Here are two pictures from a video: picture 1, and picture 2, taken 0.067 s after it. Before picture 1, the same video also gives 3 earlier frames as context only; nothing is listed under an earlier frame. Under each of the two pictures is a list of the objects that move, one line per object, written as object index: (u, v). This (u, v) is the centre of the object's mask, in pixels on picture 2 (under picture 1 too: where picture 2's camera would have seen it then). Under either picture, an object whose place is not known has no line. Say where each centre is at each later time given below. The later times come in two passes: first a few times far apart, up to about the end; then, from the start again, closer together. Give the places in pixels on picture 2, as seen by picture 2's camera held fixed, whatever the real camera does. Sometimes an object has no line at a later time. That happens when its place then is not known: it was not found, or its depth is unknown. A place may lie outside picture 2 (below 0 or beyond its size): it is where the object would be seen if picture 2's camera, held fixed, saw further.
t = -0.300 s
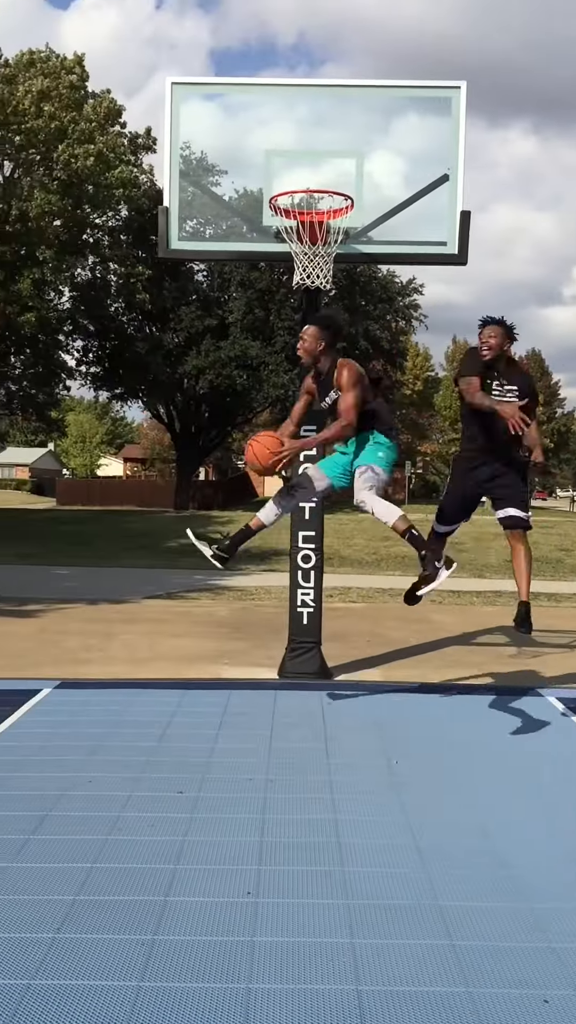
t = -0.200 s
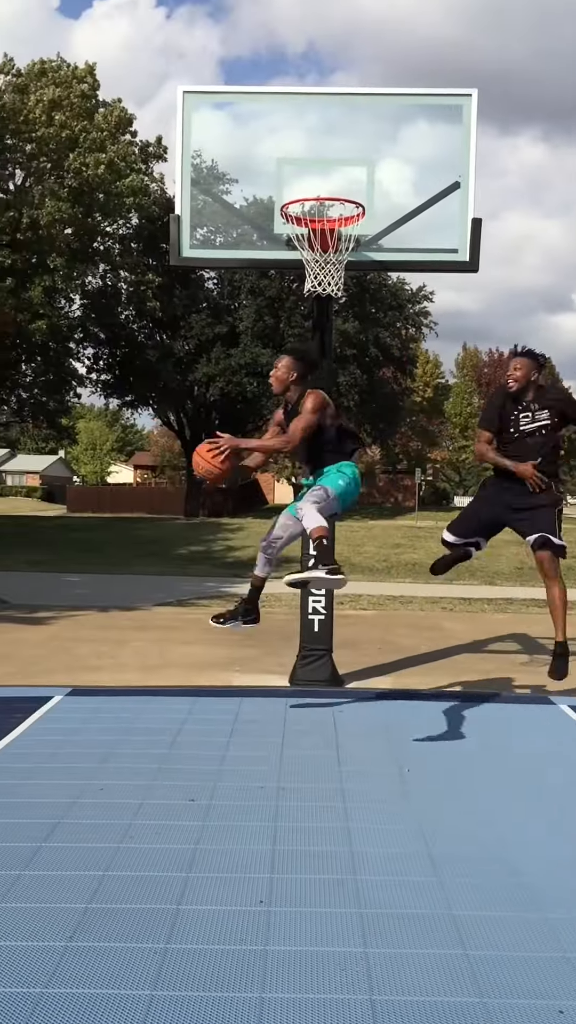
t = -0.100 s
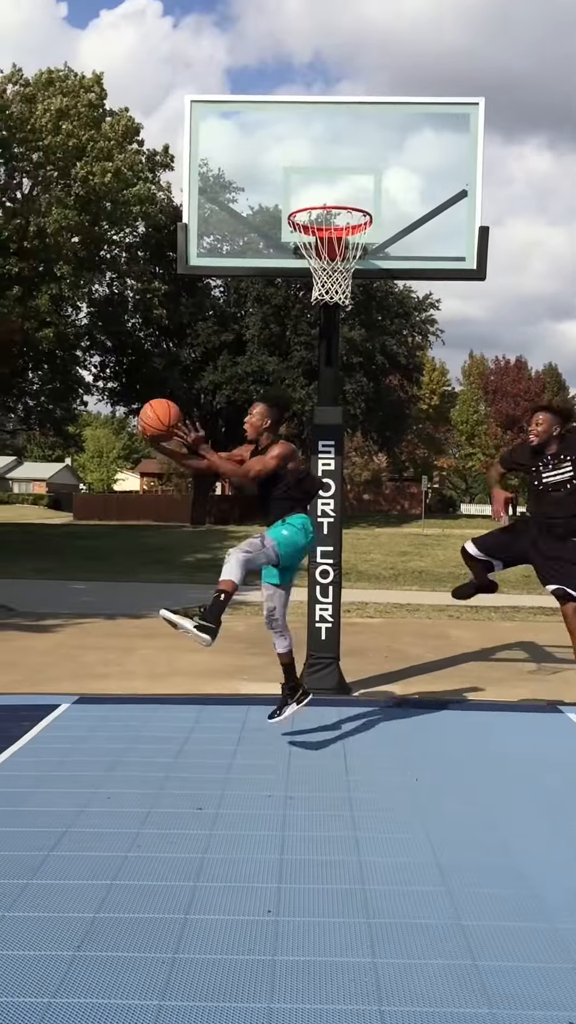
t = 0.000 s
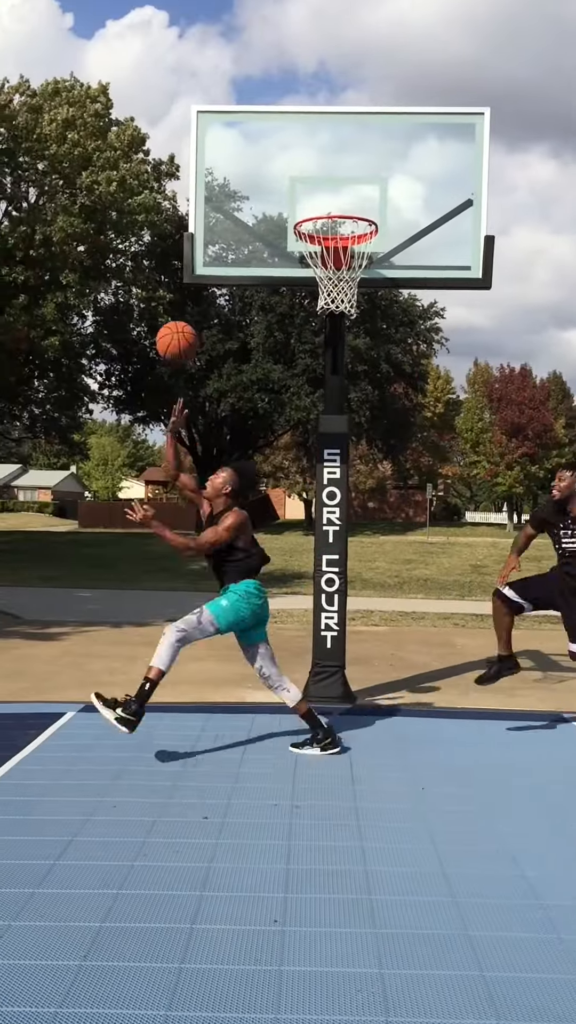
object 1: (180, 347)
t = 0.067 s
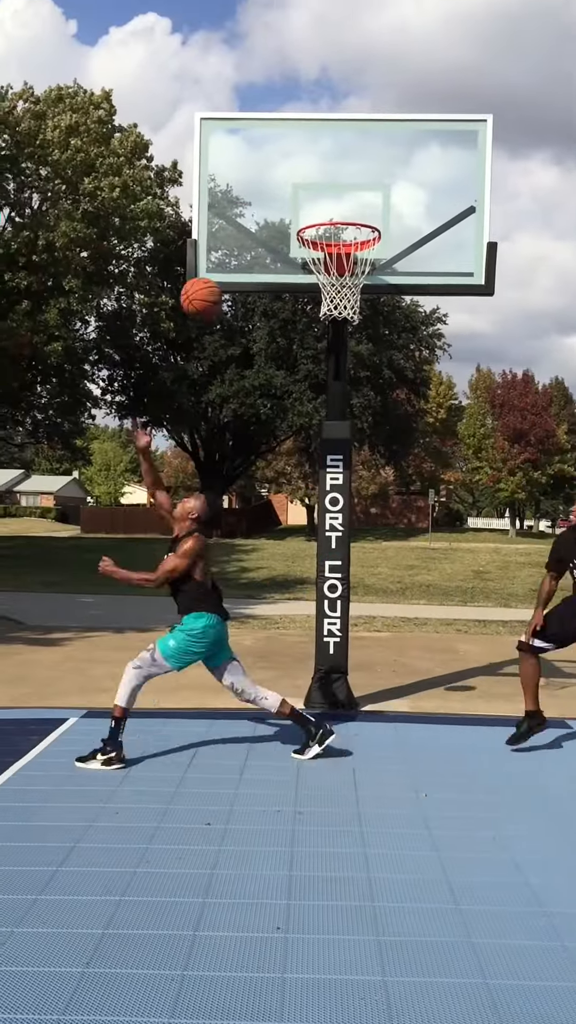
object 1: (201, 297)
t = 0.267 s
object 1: (261, 201)
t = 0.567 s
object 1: (321, 172)
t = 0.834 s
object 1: (345, 258)
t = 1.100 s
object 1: (327, 440)
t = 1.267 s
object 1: (319, 601)
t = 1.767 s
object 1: (241, 462)
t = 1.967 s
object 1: (200, 422)
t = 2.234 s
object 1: (147, 457)
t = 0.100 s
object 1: (212, 277)
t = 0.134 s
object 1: (222, 258)
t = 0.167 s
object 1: (232, 241)
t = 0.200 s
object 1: (242, 225)
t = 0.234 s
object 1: (252, 212)
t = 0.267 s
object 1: (261, 201)
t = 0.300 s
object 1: (270, 192)
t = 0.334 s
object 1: (279, 185)
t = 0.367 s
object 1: (288, 180)
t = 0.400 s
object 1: (297, 176)
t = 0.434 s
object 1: (305, 174)
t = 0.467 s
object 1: (309, 170)
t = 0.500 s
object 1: (312, 169)
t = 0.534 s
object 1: (316, 170)
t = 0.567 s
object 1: (321, 172)
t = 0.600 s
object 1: (325, 176)
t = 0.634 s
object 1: (329, 182)
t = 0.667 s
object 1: (333, 189)
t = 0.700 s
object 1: (338, 199)
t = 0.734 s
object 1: (342, 207)
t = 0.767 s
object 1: (346, 227)
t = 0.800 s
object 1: (348, 240)
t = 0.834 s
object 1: (345, 258)
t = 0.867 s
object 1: (343, 273)
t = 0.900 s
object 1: (336, 291)
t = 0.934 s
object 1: (337, 321)
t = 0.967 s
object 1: (334, 336)
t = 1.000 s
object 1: (333, 361)
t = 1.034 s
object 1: (331, 386)
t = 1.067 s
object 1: (329, 411)
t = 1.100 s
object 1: (327, 440)
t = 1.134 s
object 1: (324, 468)
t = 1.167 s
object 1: (322, 500)
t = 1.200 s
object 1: (321, 532)
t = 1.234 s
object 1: (319, 566)
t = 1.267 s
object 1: (319, 601)
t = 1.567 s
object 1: (282, 565)
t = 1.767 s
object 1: (241, 462)
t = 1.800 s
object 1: (235, 451)
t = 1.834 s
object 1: (227, 442)
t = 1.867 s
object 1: (220, 435)
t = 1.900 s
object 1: (211, 429)
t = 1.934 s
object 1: (206, 424)
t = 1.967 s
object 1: (200, 422)
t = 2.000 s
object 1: (192, 421)
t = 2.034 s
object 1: (186, 421)
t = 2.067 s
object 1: (179, 424)
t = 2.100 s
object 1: (173, 427)
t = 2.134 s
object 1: (165, 433)
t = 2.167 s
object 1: (160, 439)
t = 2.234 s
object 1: (147, 457)
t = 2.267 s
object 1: (141, 468)
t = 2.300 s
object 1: (135, 480)
